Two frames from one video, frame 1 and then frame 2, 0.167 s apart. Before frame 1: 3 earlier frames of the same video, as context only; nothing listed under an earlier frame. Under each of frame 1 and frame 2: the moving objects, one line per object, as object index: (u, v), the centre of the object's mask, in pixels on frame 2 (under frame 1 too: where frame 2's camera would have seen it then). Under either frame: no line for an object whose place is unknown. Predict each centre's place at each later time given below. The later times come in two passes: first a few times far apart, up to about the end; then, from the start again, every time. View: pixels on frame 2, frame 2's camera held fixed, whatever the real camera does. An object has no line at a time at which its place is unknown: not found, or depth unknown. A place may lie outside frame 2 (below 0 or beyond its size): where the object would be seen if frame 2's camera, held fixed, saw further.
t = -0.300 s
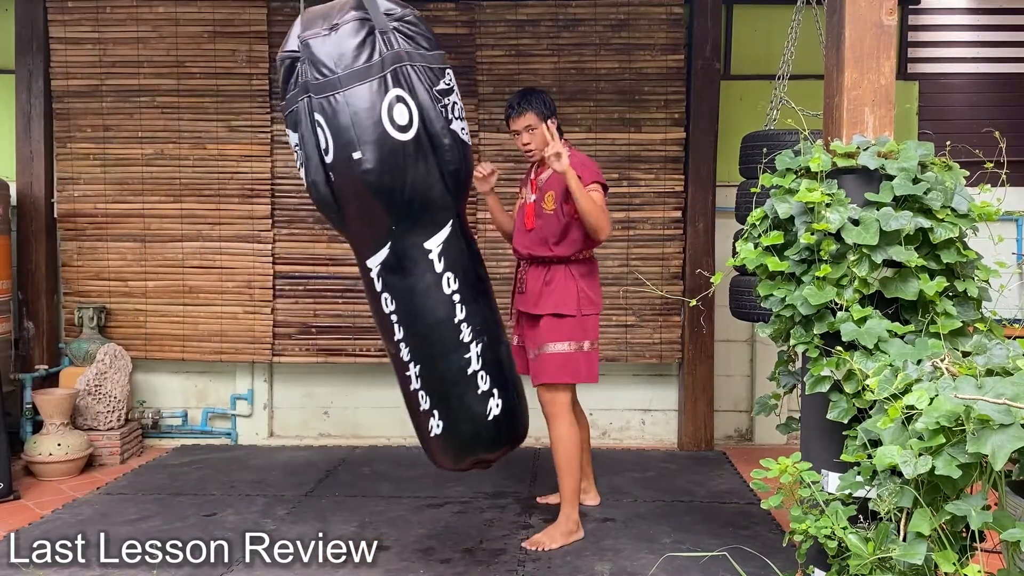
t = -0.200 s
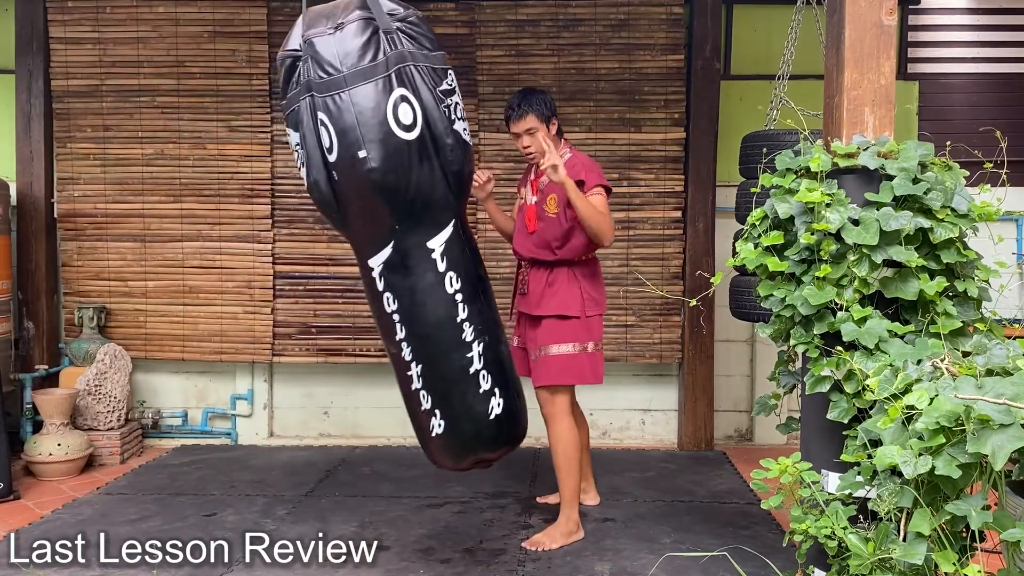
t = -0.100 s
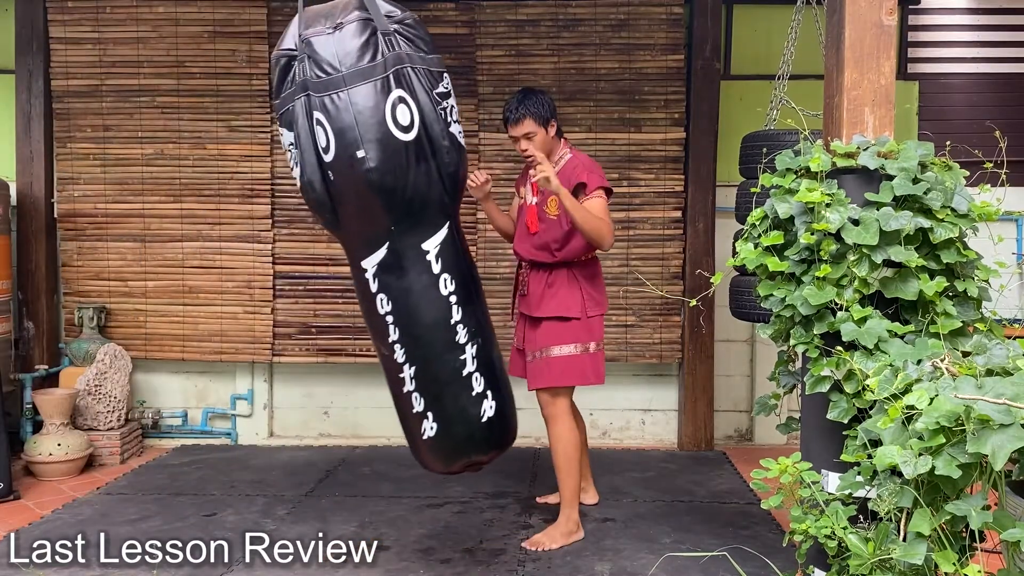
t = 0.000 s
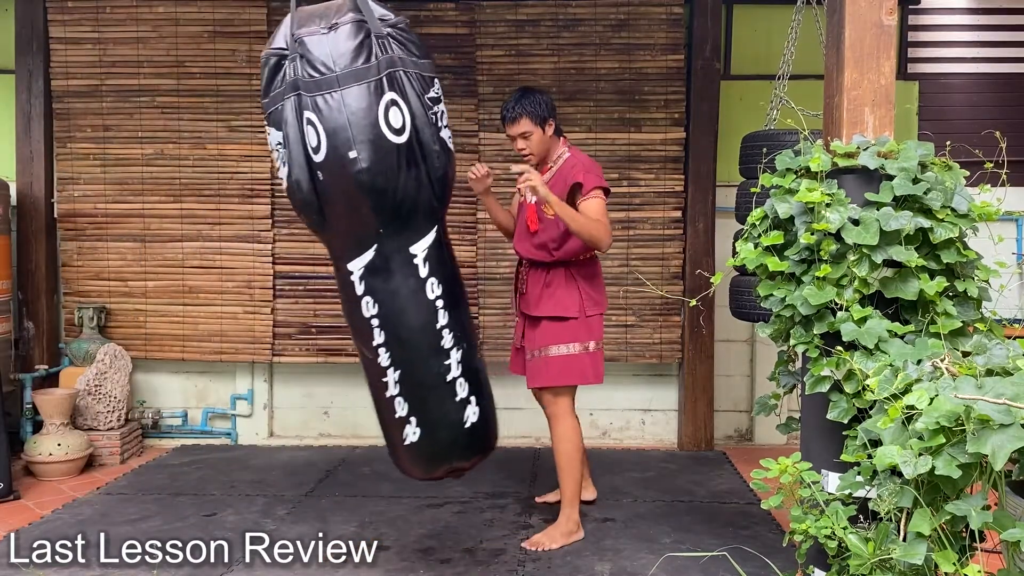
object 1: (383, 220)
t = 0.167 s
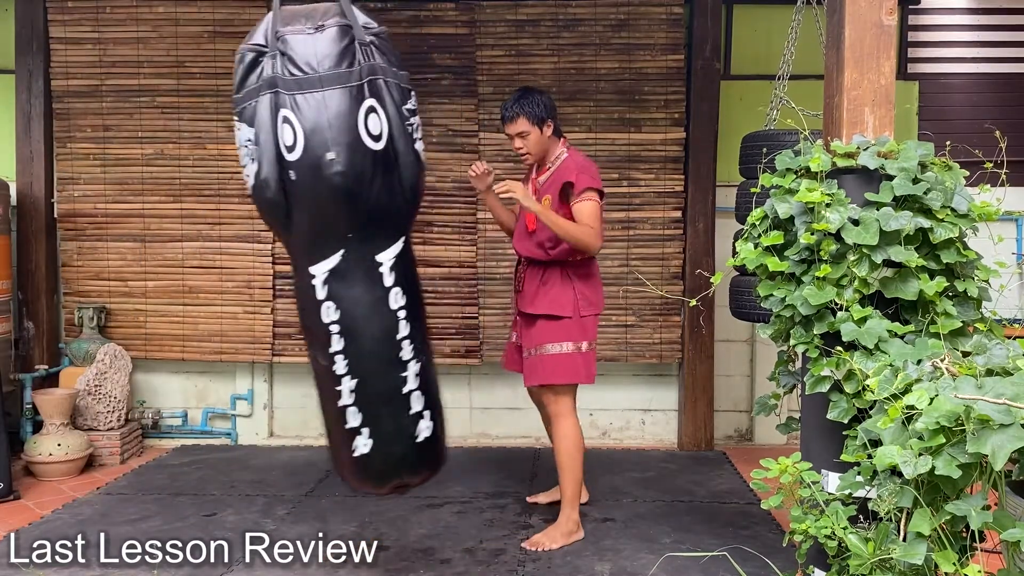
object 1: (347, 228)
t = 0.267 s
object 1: (318, 233)
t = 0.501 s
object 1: (238, 237)
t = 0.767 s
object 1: (151, 233)
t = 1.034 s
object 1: (108, 221)
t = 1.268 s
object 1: (112, 226)
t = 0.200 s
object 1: (338, 230)
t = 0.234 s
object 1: (328, 231)
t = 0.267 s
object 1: (318, 233)
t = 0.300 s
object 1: (307, 234)
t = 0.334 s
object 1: (296, 235)
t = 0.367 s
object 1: (285, 236)
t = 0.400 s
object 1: (273, 236)
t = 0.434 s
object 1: (261, 237)
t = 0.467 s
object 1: (250, 237)
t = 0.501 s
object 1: (238, 237)
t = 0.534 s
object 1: (226, 237)
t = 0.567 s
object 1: (214, 237)
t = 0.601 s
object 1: (203, 236)
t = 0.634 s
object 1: (192, 236)
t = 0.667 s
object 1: (181, 236)
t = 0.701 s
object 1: (171, 235)
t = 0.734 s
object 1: (160, 234)
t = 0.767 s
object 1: (151, 233)
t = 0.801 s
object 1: (142, 233)
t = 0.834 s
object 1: (134, 233)
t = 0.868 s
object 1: (126, 233)
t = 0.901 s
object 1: (121, 230)
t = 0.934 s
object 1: (116, 228)
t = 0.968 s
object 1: (112, 225)
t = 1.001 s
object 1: (110, 223)
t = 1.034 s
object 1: (108, 221)
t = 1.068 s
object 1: (107, 220)
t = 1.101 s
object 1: (106, 219)
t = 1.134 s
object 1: (106, 220)
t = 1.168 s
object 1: (107, 220)
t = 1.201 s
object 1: (108, 222)
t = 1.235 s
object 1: (110, 224)
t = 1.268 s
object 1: (112, 226)
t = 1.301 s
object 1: (115, 229)
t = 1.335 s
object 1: (120, 231)
